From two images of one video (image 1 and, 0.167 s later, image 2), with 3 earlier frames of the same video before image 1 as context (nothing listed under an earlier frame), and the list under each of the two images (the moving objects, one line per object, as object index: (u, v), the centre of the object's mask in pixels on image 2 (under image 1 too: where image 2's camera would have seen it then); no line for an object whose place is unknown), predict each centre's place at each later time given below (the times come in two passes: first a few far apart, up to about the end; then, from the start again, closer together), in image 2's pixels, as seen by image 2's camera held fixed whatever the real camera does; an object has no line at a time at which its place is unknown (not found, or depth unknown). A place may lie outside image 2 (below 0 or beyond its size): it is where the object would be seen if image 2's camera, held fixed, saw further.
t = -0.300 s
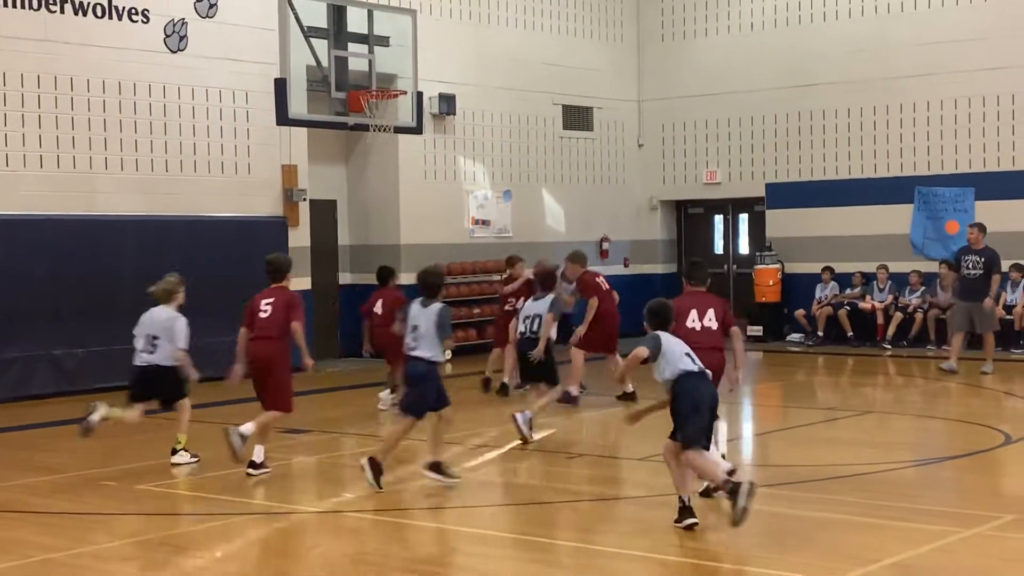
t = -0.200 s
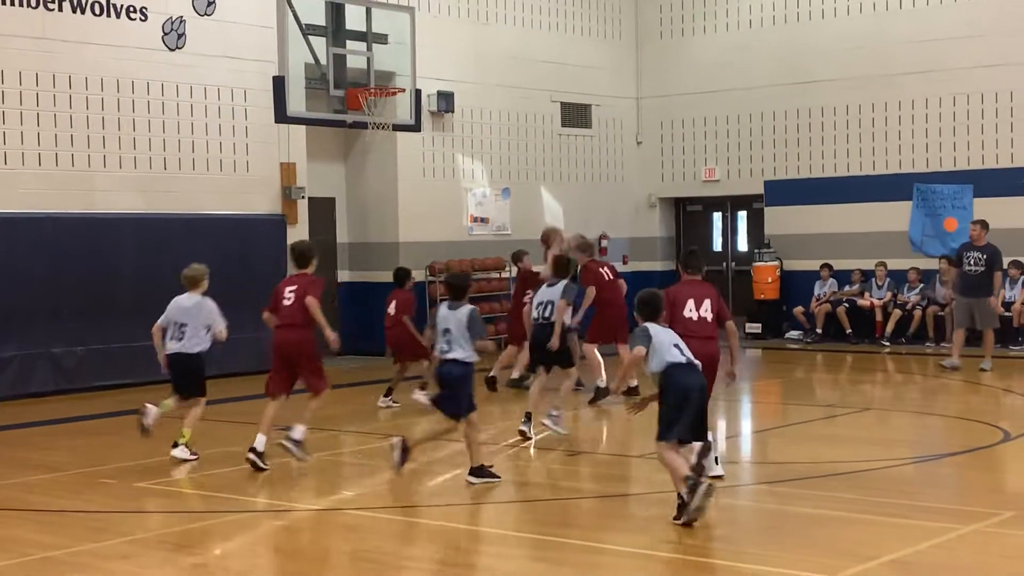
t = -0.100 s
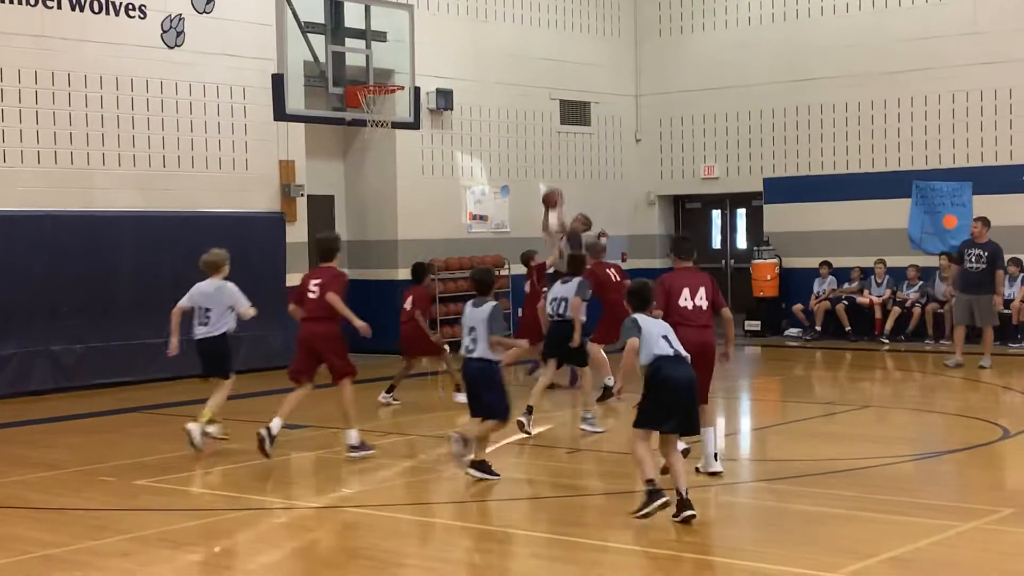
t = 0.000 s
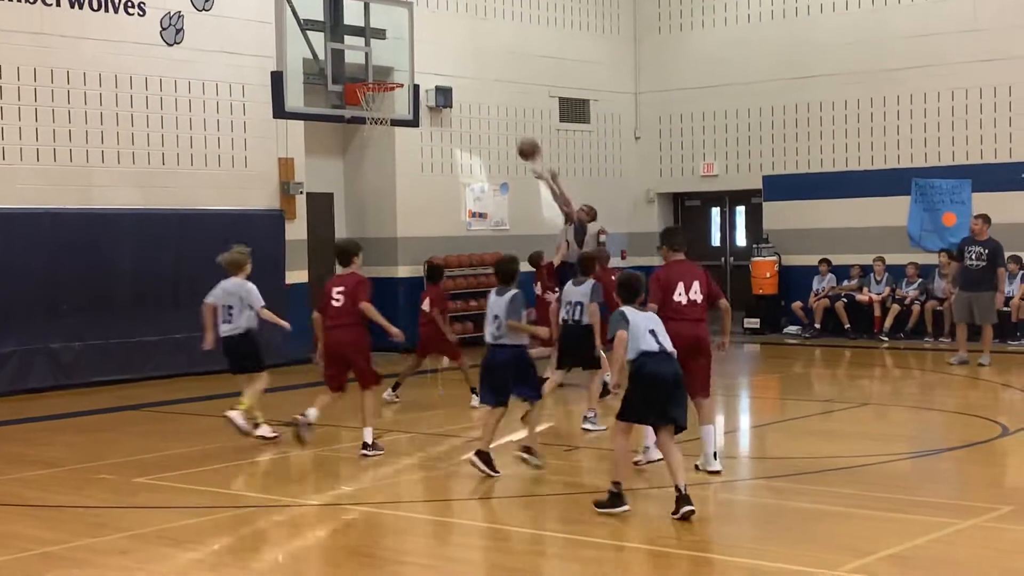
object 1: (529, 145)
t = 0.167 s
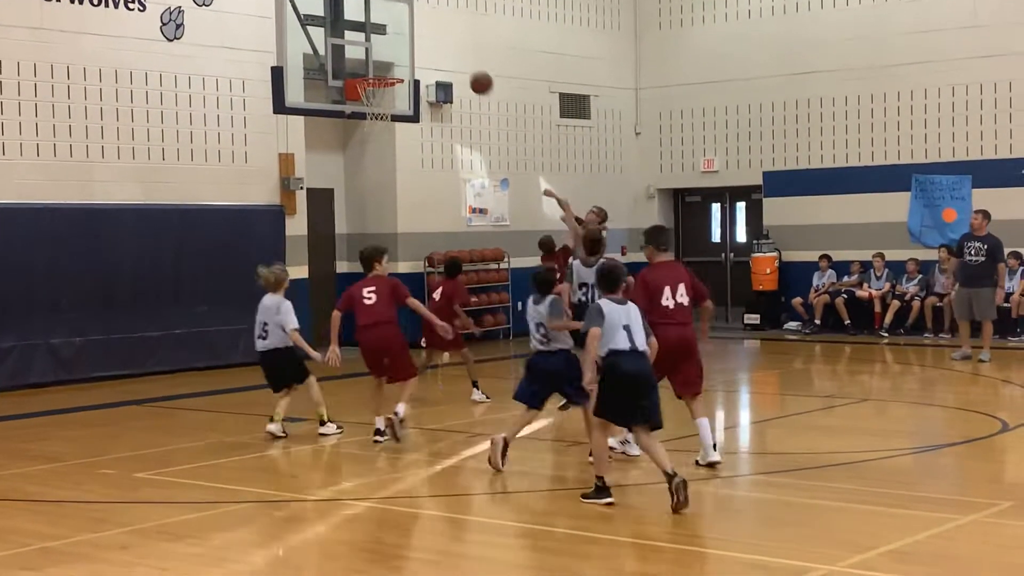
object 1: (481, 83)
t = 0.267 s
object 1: (453, 58)
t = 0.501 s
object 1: (388, 38)
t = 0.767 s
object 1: (382, 69)
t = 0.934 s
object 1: (382, 106)
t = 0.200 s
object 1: (472, 74)
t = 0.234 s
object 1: (462, 65)
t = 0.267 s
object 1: (453, 58)
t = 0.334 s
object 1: (434, 47)
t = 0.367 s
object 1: (425, 42)
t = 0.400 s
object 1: (415, 40)
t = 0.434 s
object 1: (405, 38)
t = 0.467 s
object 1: (396, 37)
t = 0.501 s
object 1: (388, 38)
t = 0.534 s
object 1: (387, 38)
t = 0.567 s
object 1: (386, 39)
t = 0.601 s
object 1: (385, 42)
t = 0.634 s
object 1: (384, 45)
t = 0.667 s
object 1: (384, 50)
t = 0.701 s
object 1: (383, 56)
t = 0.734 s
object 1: (382, 63)
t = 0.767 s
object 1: (382, 69)
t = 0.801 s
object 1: (381, 81)
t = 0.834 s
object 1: (382, 91)
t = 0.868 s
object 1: (383, 99)
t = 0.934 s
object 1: (382, 106)
